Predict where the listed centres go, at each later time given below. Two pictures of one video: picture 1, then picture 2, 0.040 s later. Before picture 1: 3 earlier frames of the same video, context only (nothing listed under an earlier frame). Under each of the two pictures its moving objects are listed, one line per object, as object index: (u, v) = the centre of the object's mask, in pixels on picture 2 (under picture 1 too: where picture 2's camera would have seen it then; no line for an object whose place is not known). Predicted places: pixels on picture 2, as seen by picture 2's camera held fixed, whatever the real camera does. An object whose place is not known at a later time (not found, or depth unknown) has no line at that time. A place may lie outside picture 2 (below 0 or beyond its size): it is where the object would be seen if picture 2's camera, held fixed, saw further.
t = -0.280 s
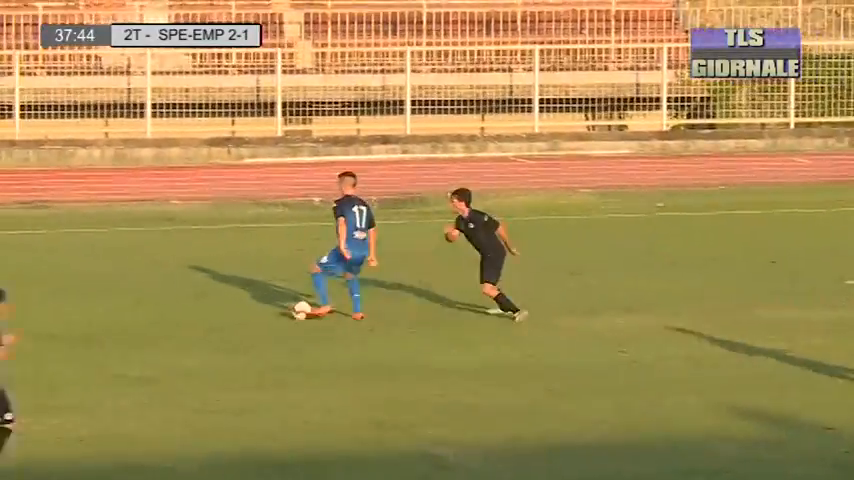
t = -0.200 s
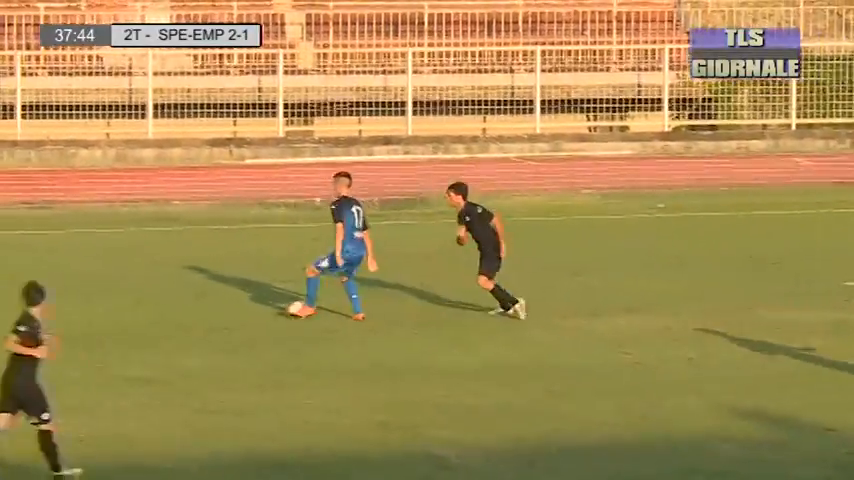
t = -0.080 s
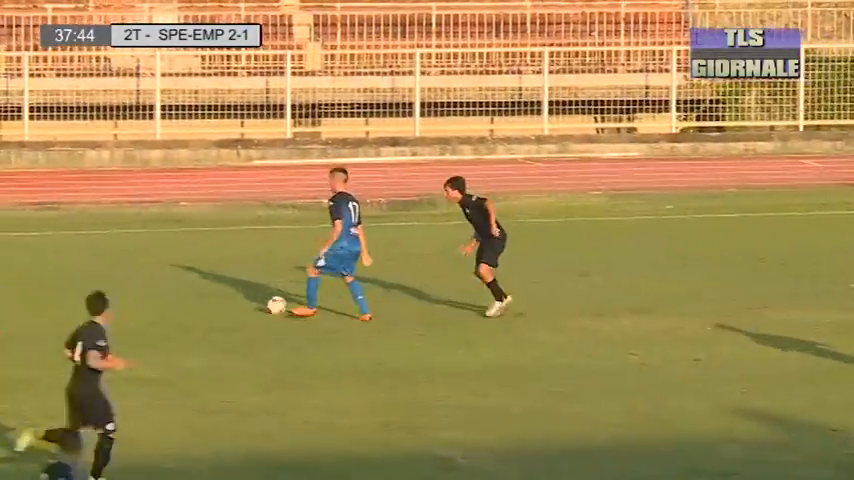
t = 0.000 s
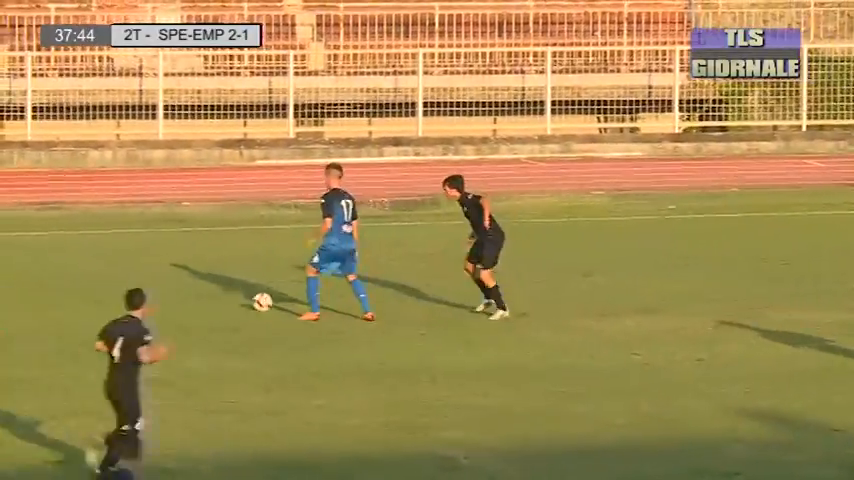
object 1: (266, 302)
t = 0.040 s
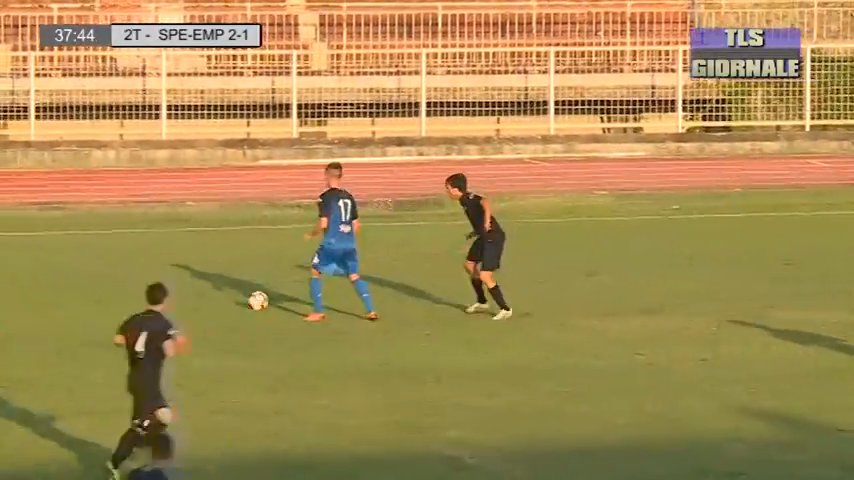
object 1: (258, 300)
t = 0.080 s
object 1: (250, 298)
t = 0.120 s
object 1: (242, 297)
